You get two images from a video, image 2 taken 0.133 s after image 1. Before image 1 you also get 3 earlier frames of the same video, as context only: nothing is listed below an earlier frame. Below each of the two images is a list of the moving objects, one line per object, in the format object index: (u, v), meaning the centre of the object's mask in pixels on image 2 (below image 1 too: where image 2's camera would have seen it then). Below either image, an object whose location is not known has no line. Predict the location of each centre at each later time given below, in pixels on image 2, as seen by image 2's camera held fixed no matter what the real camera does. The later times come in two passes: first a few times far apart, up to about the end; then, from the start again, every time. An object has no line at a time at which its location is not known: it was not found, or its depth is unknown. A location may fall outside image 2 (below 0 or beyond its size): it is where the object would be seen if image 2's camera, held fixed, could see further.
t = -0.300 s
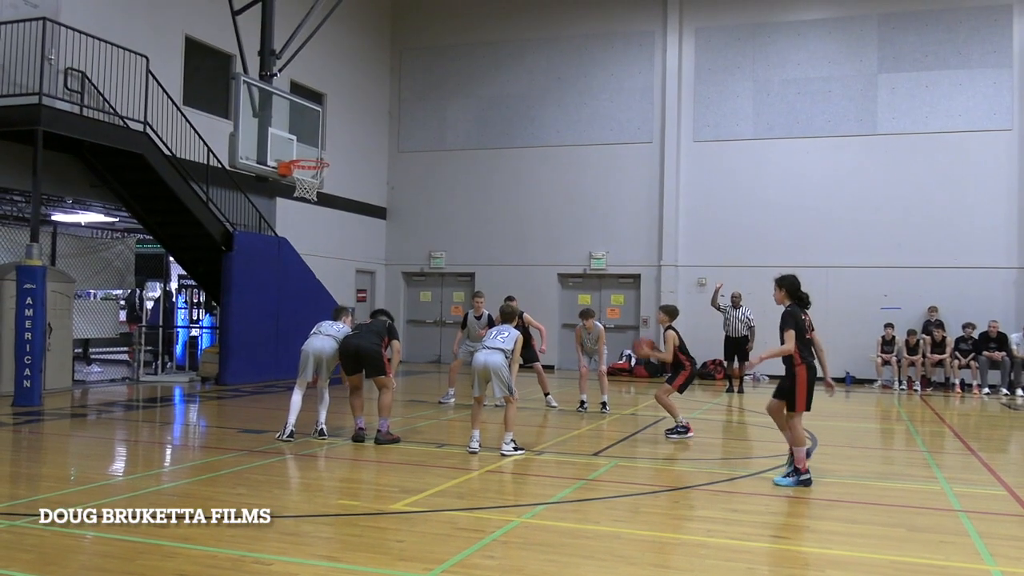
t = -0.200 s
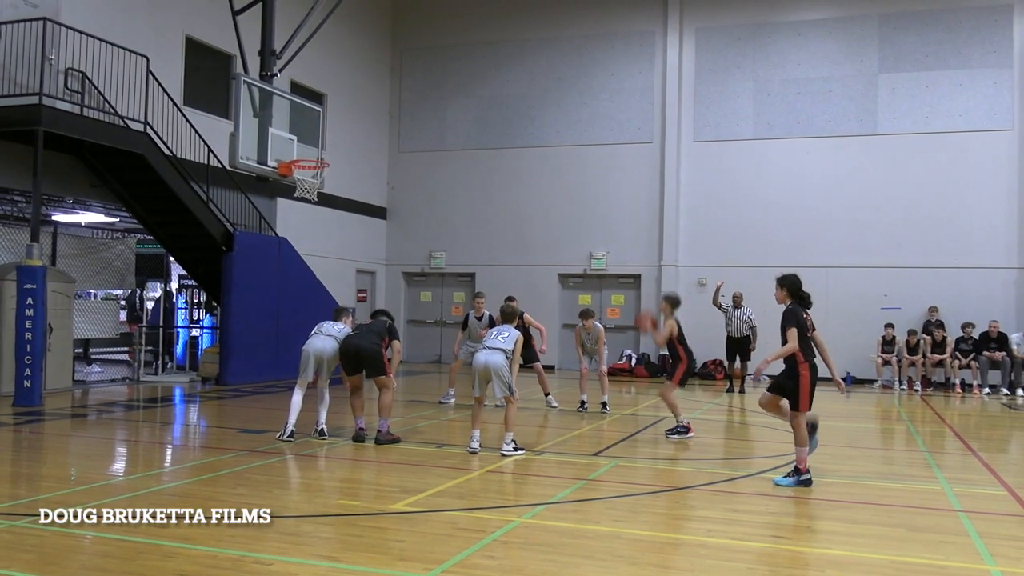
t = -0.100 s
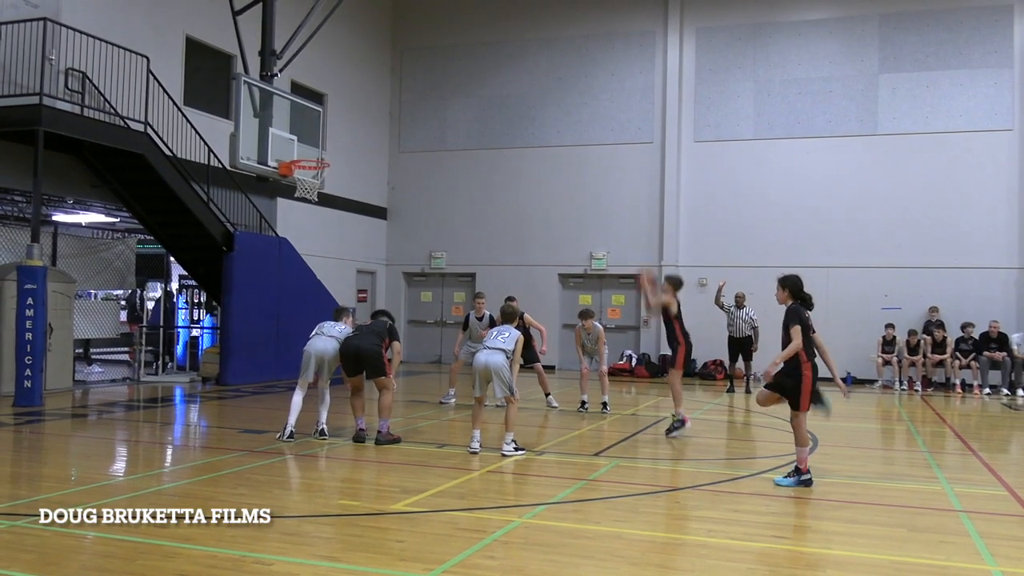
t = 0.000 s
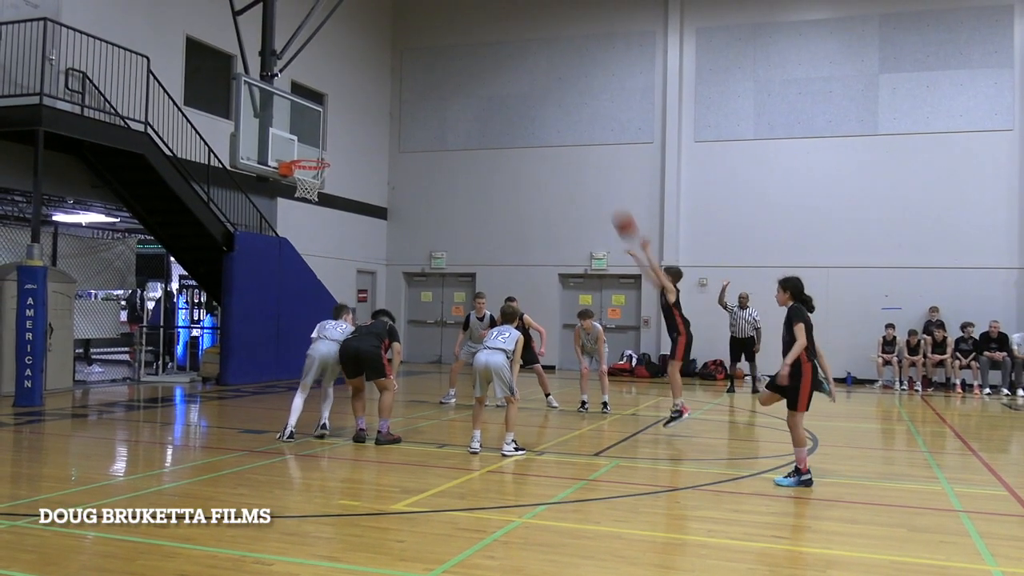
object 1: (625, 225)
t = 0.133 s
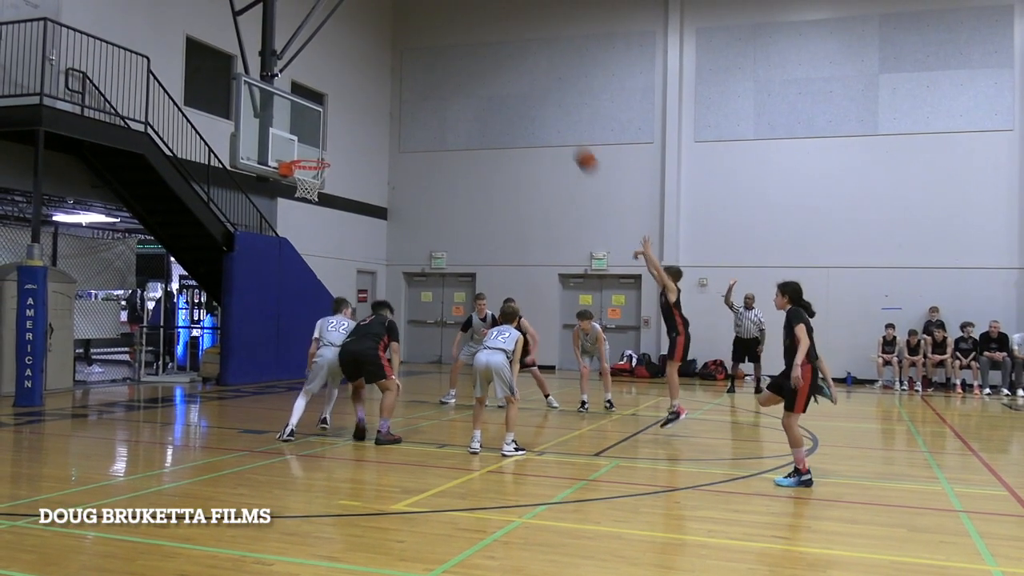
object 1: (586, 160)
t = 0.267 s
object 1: (548, 111)
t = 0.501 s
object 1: (485, 65)
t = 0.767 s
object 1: (416, 69)
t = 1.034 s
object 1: (348, 129)
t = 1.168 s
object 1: (331, 147)
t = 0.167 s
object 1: (576, 145)
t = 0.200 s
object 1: (566, 132)
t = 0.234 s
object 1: (557, 121)
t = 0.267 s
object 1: (548, 111)
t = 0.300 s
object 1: (538, 101)
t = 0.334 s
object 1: (530, 93)
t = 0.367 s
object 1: (521, 86)
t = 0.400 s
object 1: (512, 79)
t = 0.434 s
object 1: (502, 73)
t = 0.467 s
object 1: (493, 69)
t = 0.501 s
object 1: (485, 65)
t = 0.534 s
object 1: (476, 62)
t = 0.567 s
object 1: (467, 60)
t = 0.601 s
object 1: (458, 59)
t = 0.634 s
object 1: (449, 59)
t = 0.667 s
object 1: (441, 60)
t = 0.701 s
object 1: (433, 62)
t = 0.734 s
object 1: (424, 65)
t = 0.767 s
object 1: (416, 69)
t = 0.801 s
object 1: (407, 73)
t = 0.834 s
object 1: (398, 79)
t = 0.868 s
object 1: (390, 84)
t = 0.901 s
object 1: (380, 93)
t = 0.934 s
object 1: (372, 100)
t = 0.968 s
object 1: (364, 109)
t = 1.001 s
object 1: (356, 118)
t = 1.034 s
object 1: (348, 129)
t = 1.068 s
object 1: (340, 140)
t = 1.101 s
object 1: (332, 152)
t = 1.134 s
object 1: (331, 152)
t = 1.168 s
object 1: (331, 147)
